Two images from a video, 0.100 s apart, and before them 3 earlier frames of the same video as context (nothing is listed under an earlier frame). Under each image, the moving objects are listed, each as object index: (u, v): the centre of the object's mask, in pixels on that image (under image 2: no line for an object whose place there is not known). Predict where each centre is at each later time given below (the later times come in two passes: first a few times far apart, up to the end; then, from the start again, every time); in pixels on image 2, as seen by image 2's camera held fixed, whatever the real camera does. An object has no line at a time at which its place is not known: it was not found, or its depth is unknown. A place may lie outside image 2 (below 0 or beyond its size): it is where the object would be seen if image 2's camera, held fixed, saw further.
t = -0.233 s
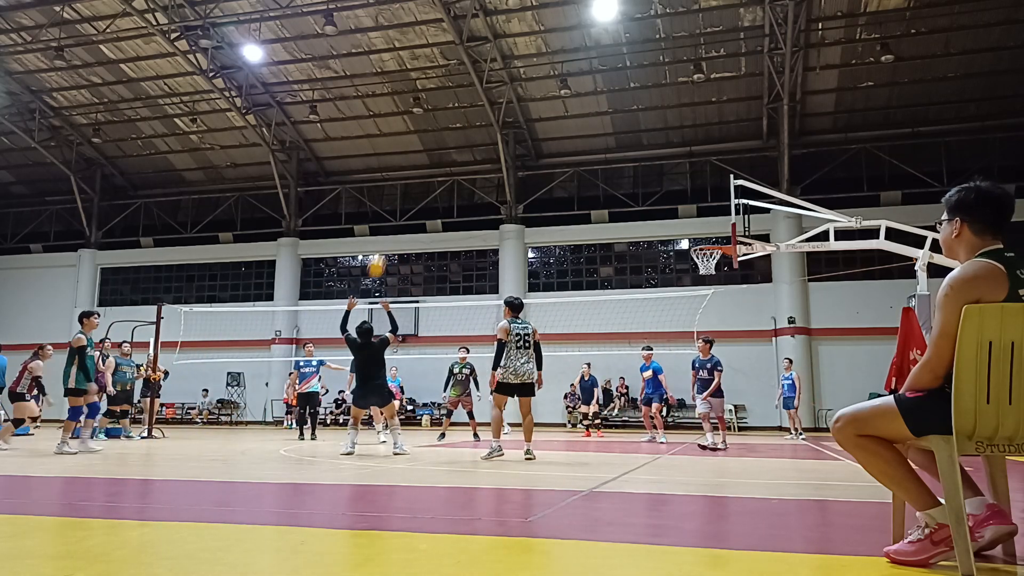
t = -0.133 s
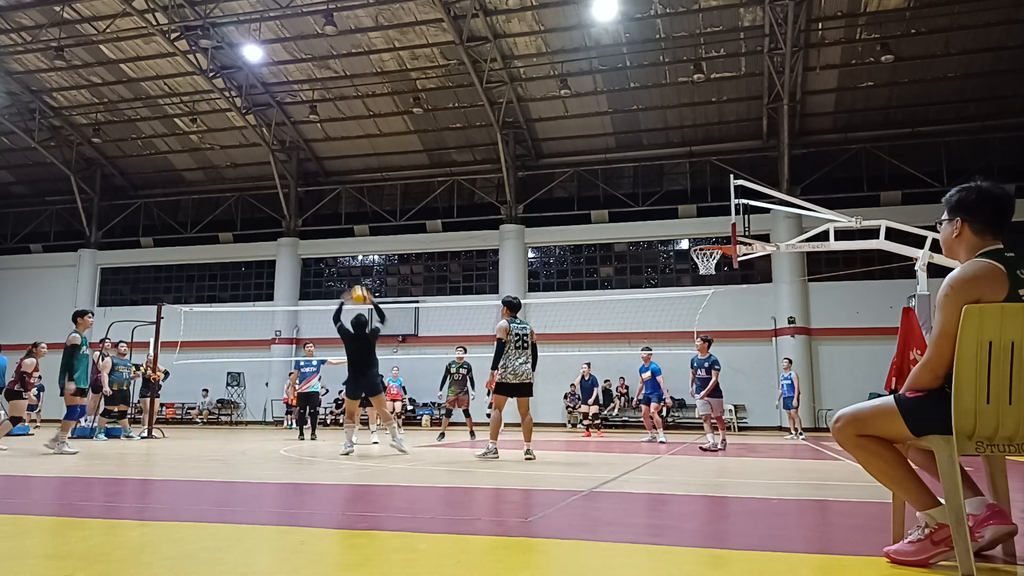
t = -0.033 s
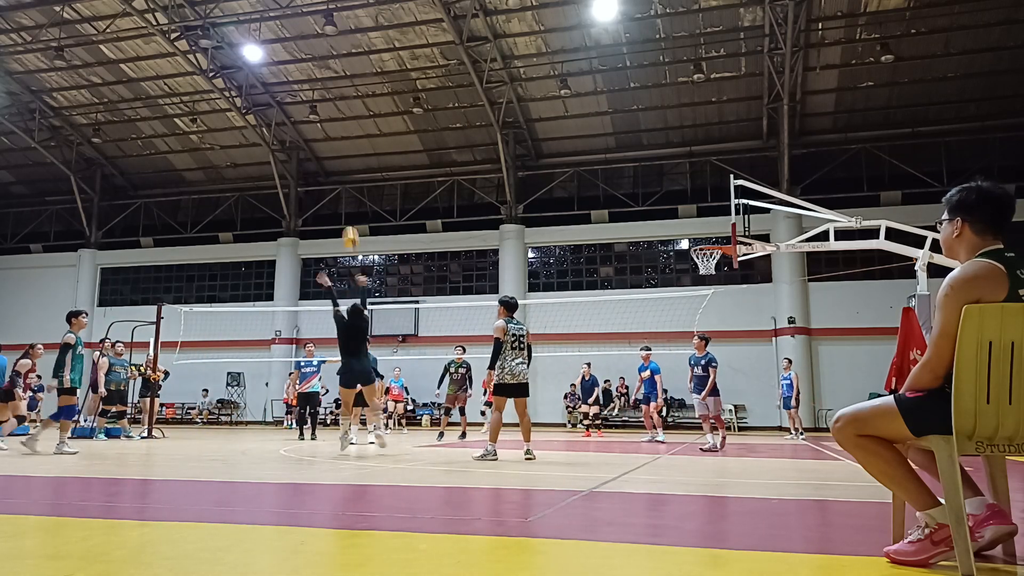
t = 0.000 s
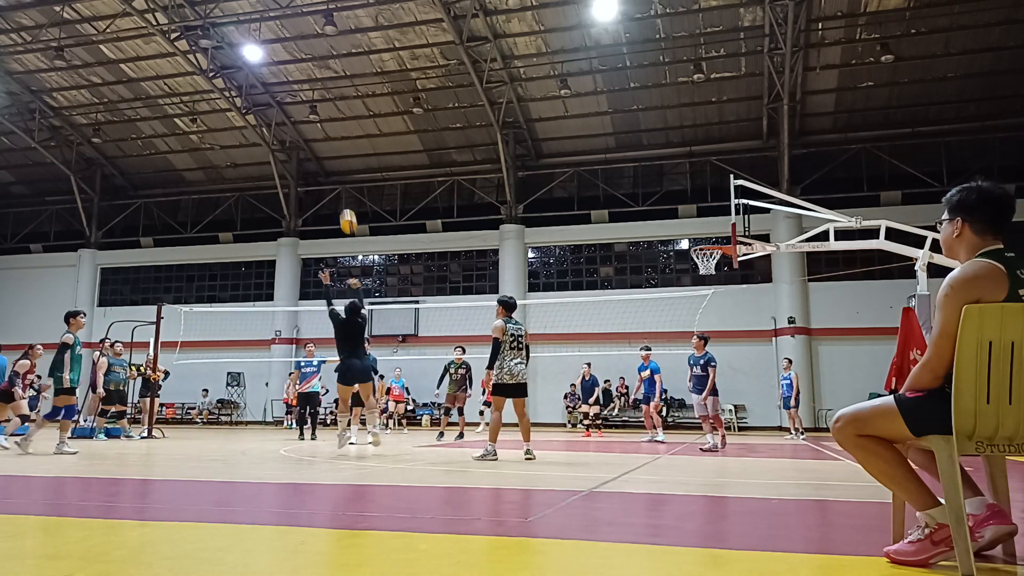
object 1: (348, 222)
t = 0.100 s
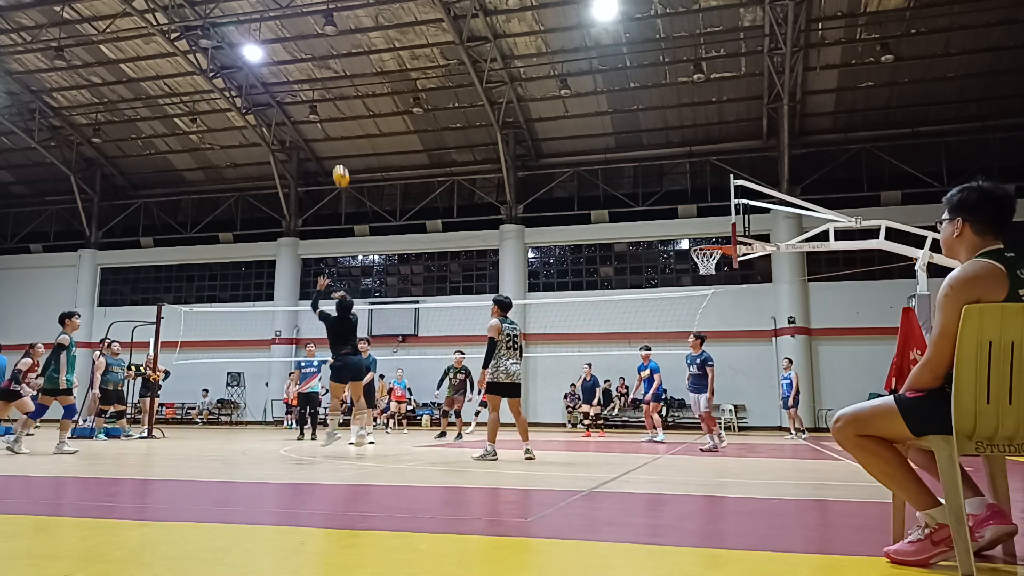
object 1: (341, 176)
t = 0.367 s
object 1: (324, 103)
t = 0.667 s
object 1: (305, 86)
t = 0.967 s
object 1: (287, 124)
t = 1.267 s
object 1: (267, 209)
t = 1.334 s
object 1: (262, 233)
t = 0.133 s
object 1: (338, 163)
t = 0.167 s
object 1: (336, 152)
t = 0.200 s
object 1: (334, 141)
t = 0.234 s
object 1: (332, 131)
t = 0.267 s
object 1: (329, 123)
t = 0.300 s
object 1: (328, 115)
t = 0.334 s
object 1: (325, 109)
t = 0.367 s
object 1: (324, 103)
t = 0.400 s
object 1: (321, 98)
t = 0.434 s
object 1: (320, 94)
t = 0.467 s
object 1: (317, 90)
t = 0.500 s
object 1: (315, 87)
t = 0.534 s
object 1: (314, 86)
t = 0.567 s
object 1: (311, 85)
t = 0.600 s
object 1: (309, 85)
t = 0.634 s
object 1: (307, 85)
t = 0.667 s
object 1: (305, 86)
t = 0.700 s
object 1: (303, 88)
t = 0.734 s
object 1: (301, 90)
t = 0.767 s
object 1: (299, 93)
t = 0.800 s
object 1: (297, 96)
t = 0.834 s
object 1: (295, 101)
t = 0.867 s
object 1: (293, 105)
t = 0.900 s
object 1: (291, 111)
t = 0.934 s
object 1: (289, 117)
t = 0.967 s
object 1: (287, 124)
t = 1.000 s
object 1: (285, 131)
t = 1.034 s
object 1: (282, 139)
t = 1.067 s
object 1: (280, 148)
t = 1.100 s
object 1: (278, 156)
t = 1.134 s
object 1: (276, 166)
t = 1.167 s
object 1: (274, 176)
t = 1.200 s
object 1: (272, 186)
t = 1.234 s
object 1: (269, 197)
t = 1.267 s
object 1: (267, 209)
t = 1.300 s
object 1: (264, 221)
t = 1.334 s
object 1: (262, 233)
